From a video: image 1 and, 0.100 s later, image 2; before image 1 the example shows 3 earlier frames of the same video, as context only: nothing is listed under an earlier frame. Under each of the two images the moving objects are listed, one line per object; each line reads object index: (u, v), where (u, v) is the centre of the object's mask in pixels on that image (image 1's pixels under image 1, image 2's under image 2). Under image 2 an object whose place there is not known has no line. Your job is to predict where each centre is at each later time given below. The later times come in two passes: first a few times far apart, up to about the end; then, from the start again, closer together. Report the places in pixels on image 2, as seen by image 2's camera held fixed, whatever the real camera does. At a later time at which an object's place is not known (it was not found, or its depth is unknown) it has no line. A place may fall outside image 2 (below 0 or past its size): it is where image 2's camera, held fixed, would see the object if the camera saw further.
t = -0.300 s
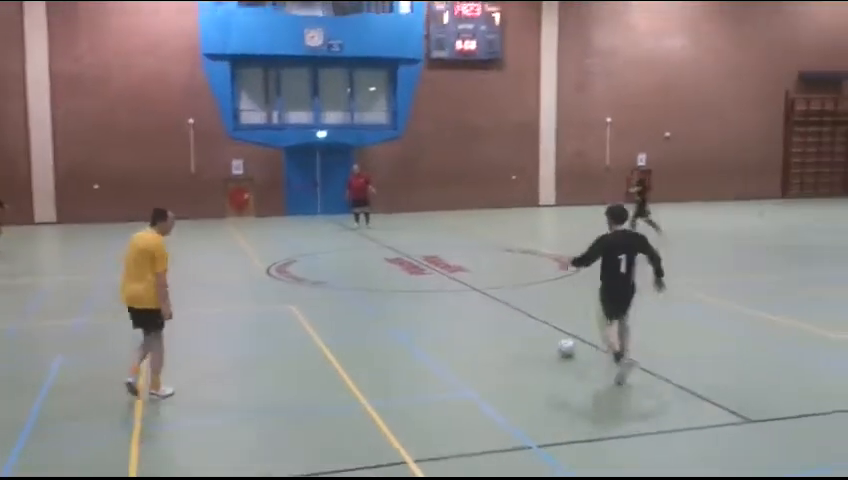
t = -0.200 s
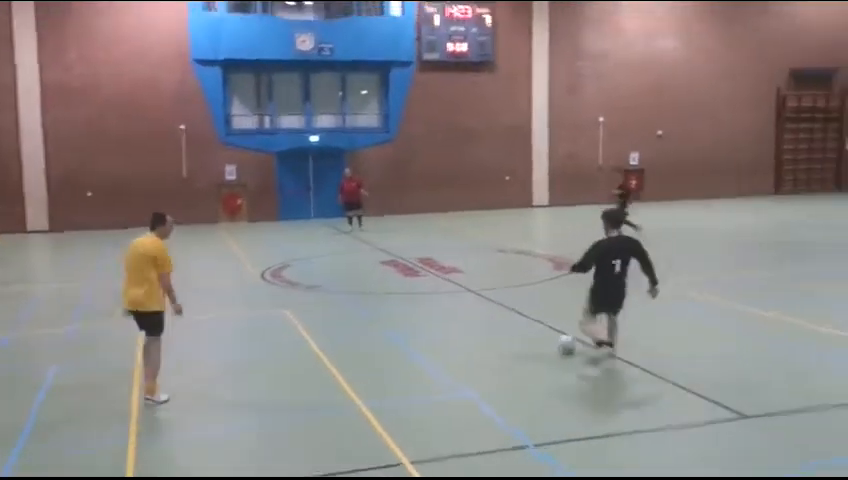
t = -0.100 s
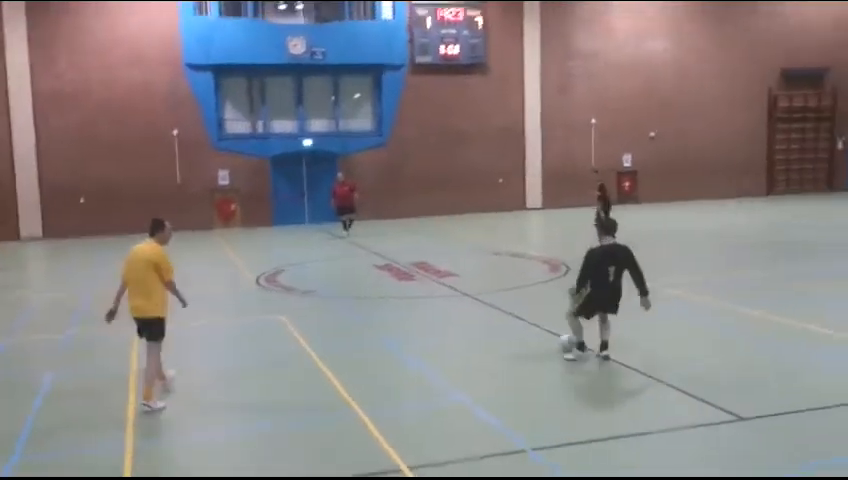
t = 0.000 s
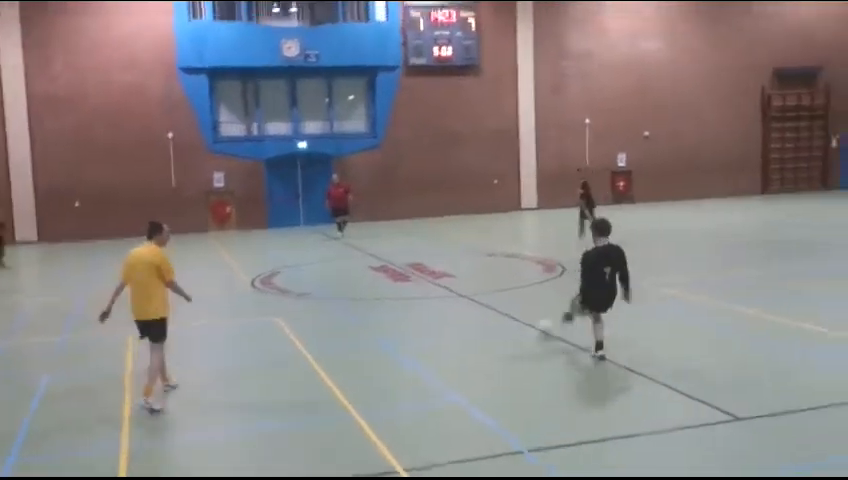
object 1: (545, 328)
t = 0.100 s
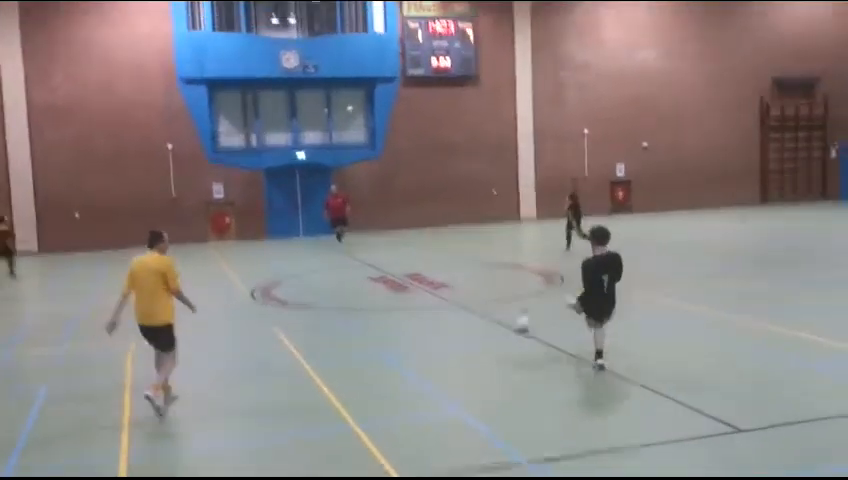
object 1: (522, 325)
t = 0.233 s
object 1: (501, 310)
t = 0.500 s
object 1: (472, 287)
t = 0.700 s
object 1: (458, 278)
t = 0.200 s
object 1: (504, 315)
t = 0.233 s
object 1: (501, 310)
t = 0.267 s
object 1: (496, 306)
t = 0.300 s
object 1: (491, 302)
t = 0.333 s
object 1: (486, 300)
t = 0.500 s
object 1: (472, 287)
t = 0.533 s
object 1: (468, 285)
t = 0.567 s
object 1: (467, 283)
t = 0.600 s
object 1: (464, 282)
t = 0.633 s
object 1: (462, 280)
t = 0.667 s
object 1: (460, 279)
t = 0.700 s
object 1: (458, 278)
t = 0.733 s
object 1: (457, 276)
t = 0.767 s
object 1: (454, 274)
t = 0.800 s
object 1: (453, 272)
